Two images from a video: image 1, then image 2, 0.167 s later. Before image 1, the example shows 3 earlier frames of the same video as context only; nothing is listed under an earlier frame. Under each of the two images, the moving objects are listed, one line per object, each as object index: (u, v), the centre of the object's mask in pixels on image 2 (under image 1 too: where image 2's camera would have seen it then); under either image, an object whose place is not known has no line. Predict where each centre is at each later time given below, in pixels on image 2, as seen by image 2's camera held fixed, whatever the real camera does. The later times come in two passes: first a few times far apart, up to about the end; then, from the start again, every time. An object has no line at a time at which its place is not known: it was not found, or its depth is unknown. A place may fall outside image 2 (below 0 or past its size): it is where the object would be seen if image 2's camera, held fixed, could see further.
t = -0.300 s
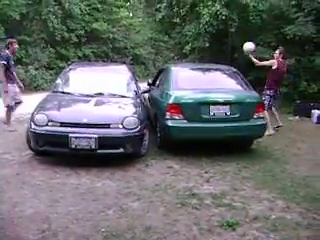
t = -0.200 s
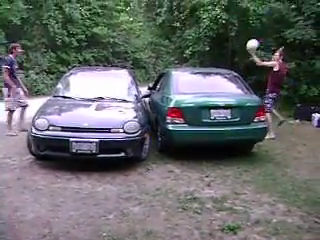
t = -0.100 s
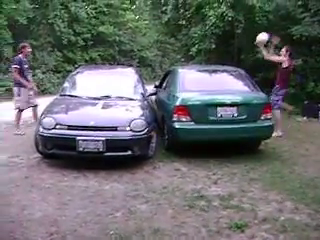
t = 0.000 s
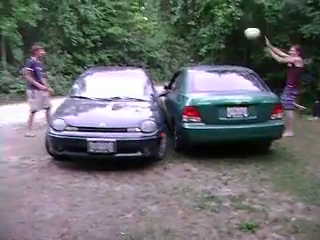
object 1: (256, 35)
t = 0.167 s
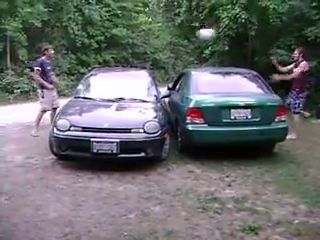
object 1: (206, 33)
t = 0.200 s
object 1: (196, 35)
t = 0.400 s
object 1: (135, 56)
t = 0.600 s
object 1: (100, 49)
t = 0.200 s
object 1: (196, 35)
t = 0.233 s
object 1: (186, 37)
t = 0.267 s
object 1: (176, 39)
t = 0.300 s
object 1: (166, 42)
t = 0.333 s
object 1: (156, 46)
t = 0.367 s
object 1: (144, 51)
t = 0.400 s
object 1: (135, 56)
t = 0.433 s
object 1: (125, 61)
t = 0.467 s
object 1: (118, 60)
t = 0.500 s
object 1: (114, 57)
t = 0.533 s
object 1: (109, 53)
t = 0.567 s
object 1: (105, 51)
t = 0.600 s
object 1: (100, 49)
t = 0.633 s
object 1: (95, 48)
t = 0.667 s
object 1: (90, 47)
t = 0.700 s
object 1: (86, 46)
